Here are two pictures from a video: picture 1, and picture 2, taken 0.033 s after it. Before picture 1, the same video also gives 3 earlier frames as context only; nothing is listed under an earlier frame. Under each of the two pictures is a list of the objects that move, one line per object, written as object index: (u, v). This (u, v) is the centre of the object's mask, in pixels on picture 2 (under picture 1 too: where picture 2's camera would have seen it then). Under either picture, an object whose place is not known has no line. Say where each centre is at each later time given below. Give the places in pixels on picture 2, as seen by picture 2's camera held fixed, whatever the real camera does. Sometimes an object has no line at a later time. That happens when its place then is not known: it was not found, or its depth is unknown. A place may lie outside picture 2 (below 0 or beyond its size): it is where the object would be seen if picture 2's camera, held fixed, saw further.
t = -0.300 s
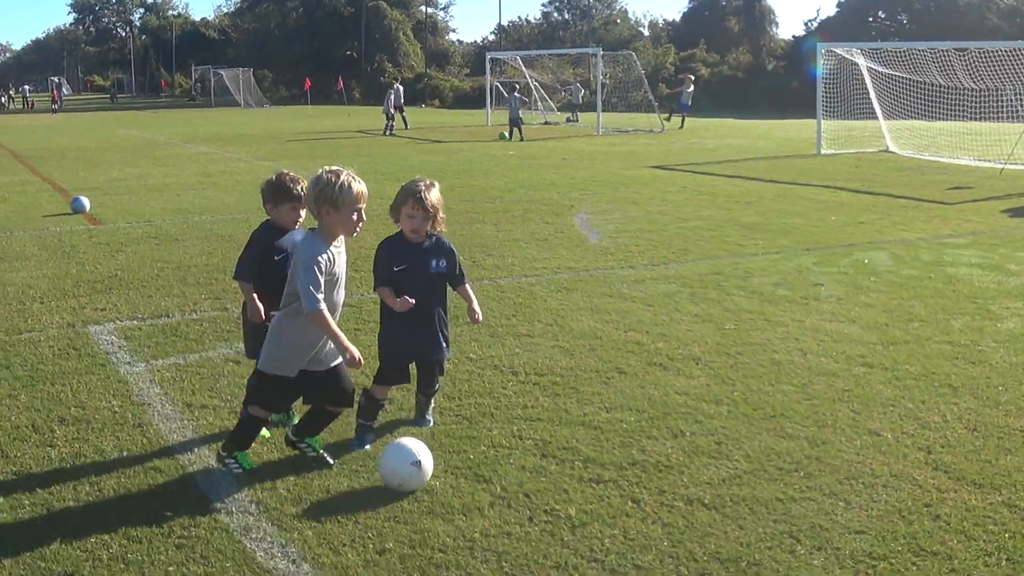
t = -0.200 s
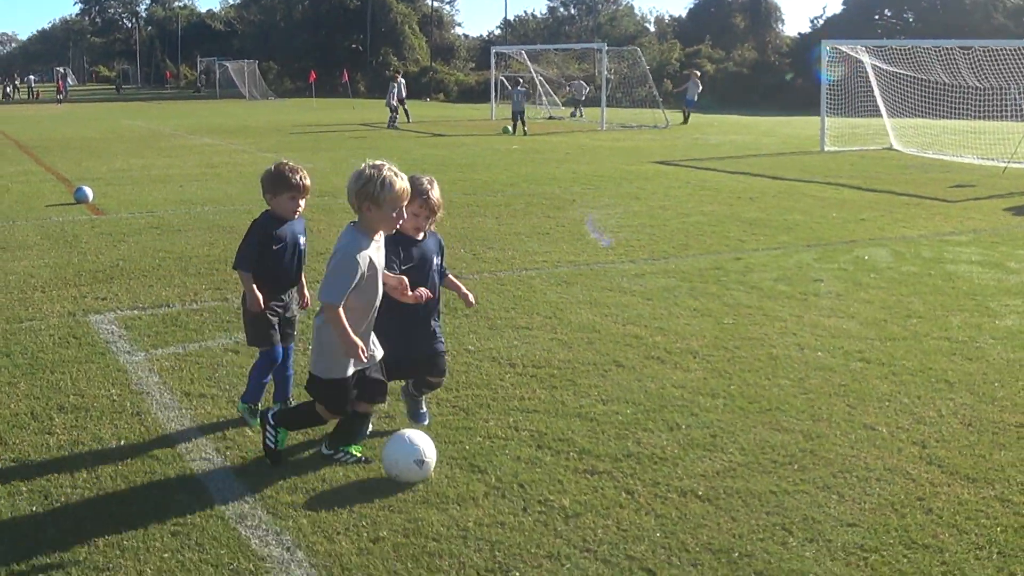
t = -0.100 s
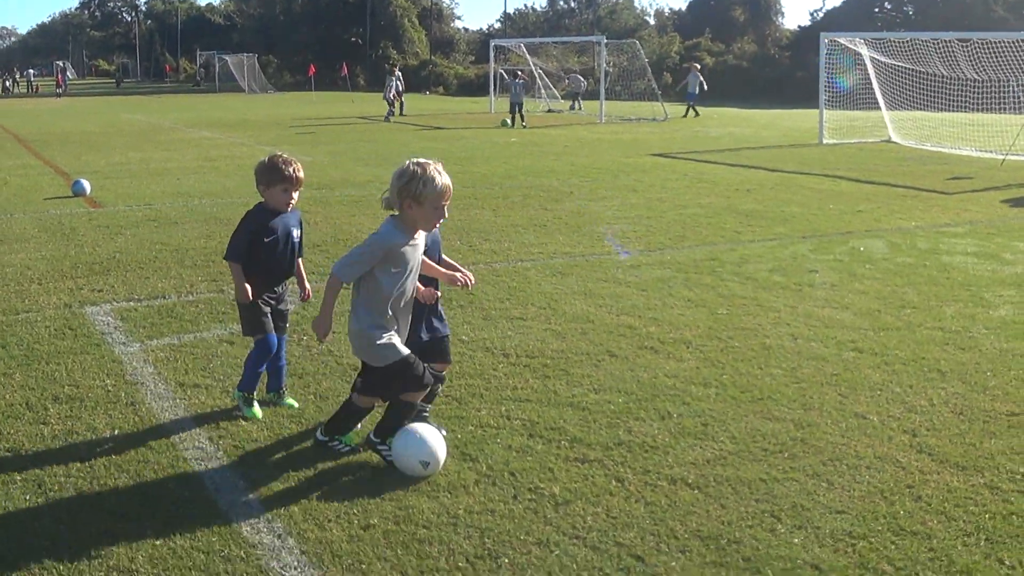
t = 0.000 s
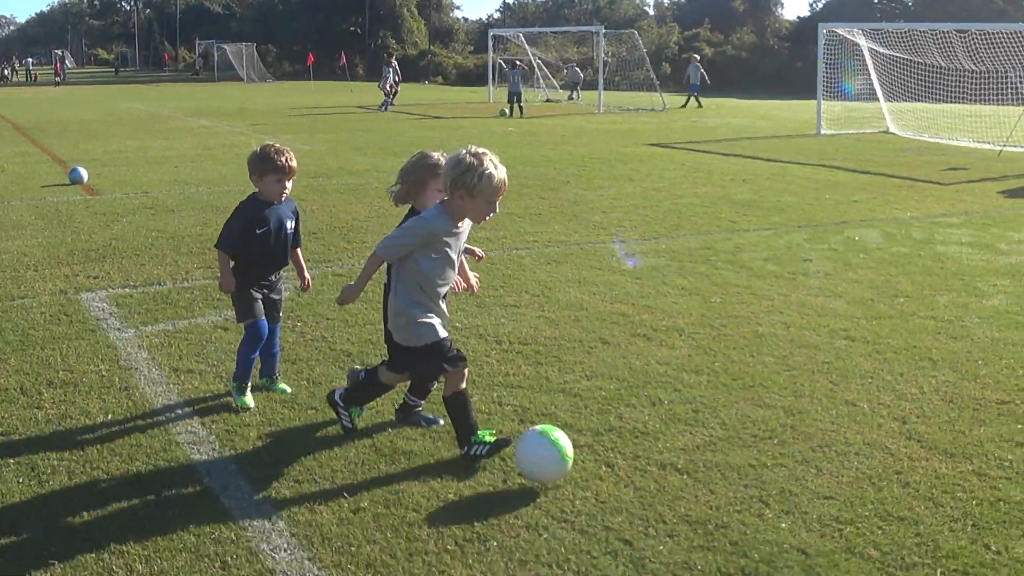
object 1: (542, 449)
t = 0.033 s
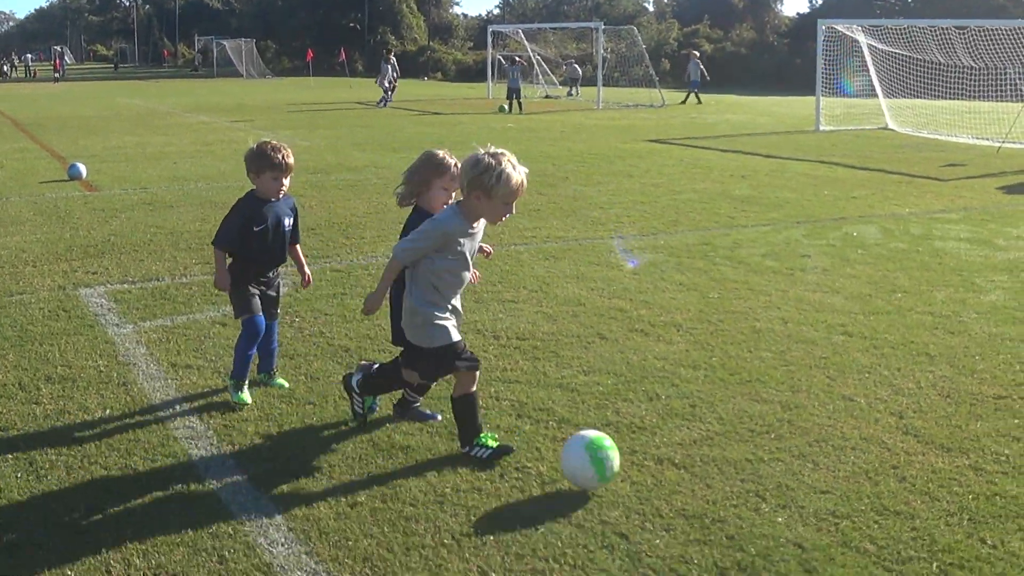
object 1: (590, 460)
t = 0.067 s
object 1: (640, 474)
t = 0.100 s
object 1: (690, 490)
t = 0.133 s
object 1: (735, 499)
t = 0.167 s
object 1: (776, 502)
